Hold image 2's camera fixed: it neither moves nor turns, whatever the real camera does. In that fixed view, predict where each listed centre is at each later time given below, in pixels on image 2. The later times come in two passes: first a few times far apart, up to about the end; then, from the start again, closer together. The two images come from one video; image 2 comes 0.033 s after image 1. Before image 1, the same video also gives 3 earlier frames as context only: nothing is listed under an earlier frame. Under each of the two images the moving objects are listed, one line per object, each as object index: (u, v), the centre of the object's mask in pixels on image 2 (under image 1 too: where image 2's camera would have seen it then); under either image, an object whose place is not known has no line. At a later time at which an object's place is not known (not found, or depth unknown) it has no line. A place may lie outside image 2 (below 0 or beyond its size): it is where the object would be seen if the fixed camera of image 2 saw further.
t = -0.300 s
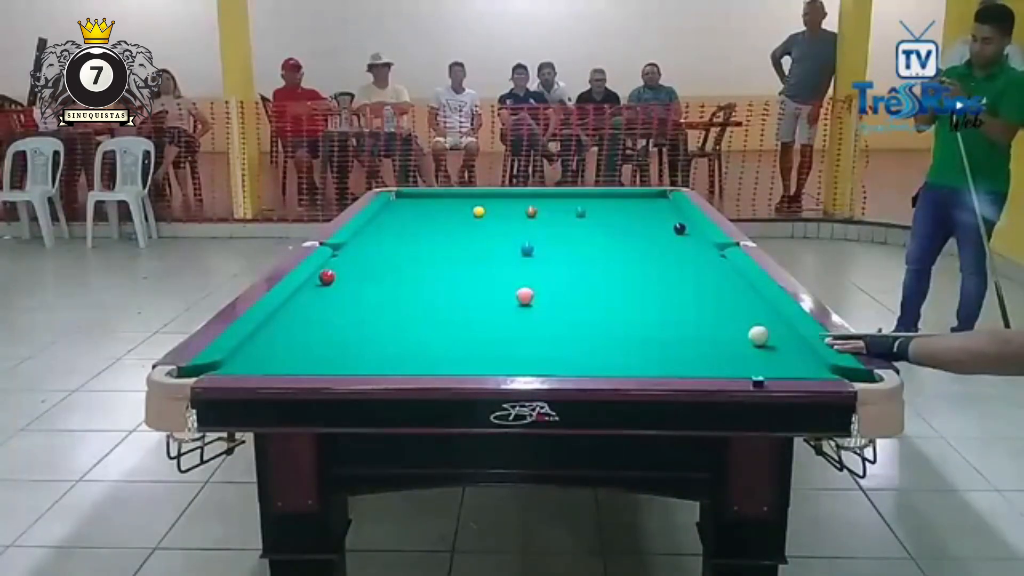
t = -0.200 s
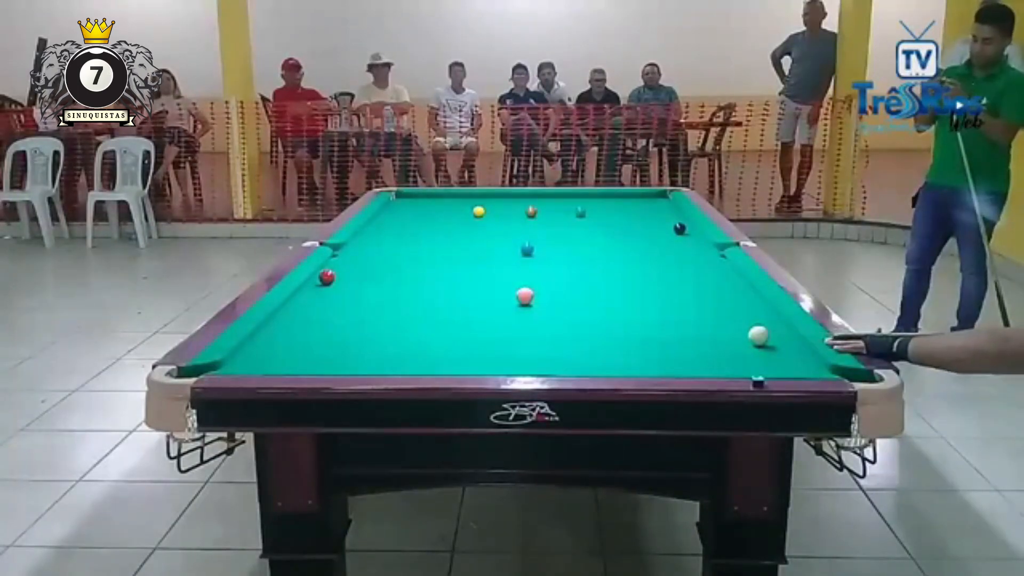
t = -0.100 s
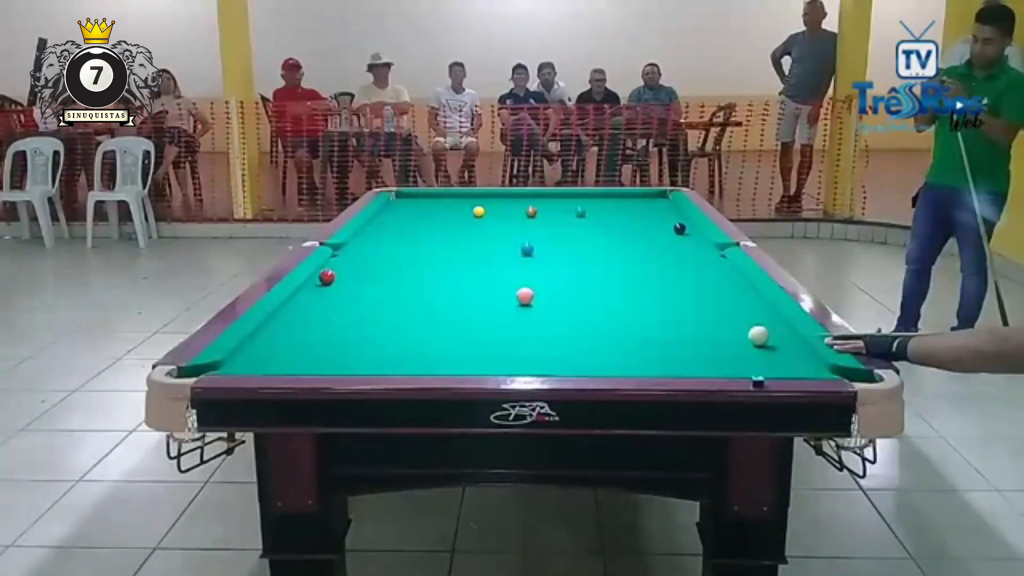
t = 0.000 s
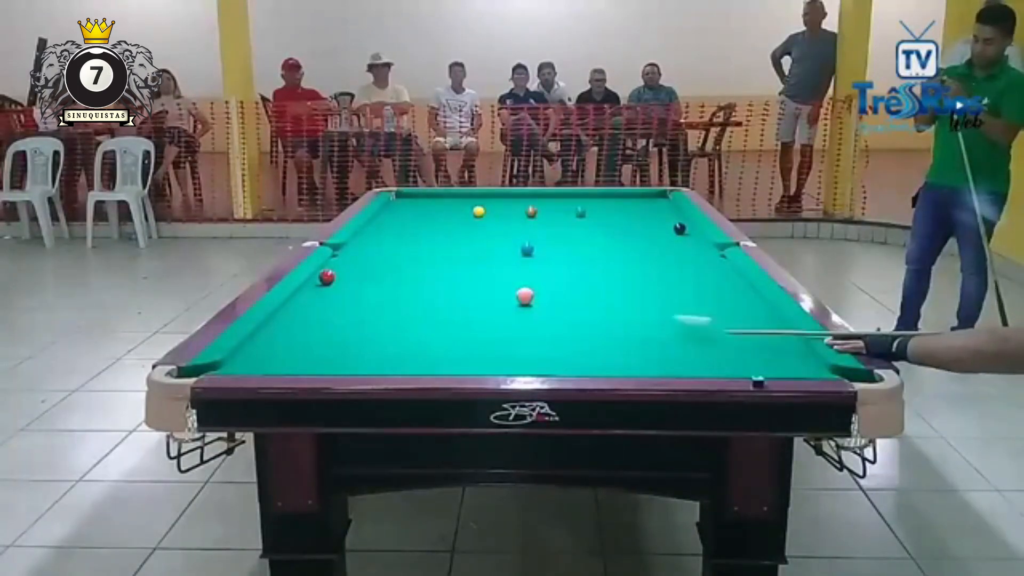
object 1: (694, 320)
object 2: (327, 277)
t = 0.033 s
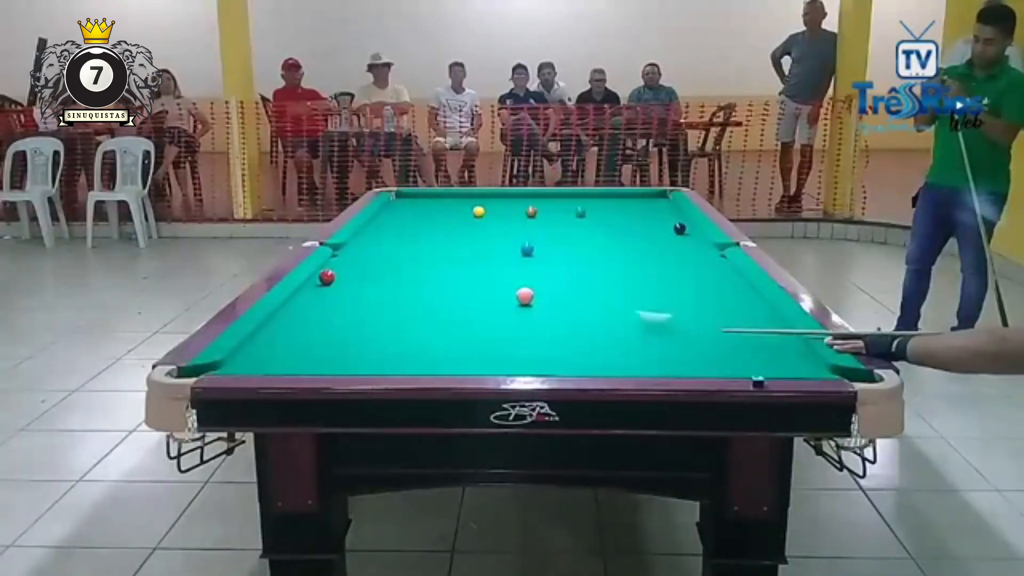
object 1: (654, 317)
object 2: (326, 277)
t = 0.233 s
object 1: (461, 292)
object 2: (326, 277)
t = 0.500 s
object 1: (313, 283)
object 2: (354, 268)
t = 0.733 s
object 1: (343, 293)
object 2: (432, 254)
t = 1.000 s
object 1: (350, 298)
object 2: (503, 242)
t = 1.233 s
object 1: (352, 302)
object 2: (559, 233)
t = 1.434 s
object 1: (354, 305)
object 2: (601, 226)
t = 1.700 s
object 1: (356, 308)
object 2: (652, 217)
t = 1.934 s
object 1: (358, 310)
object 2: (669, 211)
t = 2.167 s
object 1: (360, 312)
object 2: (643, 207)
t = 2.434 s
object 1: (362, 313)
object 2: (619, 202)
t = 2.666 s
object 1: (362, 314)
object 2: (600, 199)
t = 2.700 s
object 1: (362, 314)
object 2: (597, 198)
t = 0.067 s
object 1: (618, 312)
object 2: (326, 277)
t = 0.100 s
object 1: (584, 307)
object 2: (326, 277)
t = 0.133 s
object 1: (550, 302)
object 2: (326, 277)
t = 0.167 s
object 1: (520, 300)
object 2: (326, 277)
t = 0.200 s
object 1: (489, 296)
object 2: (326, 277)
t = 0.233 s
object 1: (461, 292)
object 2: (326, 277)
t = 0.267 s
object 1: (434, 289)
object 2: (326, 277)
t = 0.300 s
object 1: (408, 286)
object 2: (326, 277)
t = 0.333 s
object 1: (383, 283)
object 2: (326, 277)
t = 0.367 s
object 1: (359, 280)
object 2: (326, 277)
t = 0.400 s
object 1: (336, 278)
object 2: (322, 275)
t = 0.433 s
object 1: (326, 279)
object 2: (325, 270)
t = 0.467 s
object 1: (316, 281)
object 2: (341, 270)
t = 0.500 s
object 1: (313, 283)
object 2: (354, 268)
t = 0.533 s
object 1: (318, 286)
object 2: (367, 266)
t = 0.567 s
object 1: (324, 287)
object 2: (380, 263)
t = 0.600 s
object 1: (329, 288)
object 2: (391, 262)
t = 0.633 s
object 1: (333, 289)
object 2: (402, 260)
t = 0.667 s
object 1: (337, 290)
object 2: (412, 258)
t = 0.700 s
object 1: (341, 292)
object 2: (422, 256)
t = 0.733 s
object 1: (343, 293)
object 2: (432, 254)
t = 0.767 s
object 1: (345, 294)
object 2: (442, 253)
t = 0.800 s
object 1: (347, 295)
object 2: (451, 251)
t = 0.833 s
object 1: (348, 295)
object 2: (460, 250)
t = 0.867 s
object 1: (349, 296)
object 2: (469, 248)
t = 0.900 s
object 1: (349, 297)
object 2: (478, 247)
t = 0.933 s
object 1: (350, 297)
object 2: (487, 245)
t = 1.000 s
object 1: (350, 298)
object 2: (503, 242)
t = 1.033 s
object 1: (351, 299)
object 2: (512, 241)
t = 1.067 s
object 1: (351, 299)
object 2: (520, 239)
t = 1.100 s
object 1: (351, 300)
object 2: (528, 237)
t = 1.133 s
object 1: (352, 300)
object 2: (536, 237)
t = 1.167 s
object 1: (352, 301)
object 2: (544, 236)
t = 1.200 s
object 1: (352, 301)
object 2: (551, 234)
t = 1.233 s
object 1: (352, 302)
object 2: (559, 233)
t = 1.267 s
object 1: (353, 302)
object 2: (566, 232)
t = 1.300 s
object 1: (353, 303)
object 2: (573, 231)
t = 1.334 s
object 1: (353, 303)
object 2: (580, 229)
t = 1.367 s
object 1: (354, 304)
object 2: (587, 228)
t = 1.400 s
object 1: (354, 304)
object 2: (594, 227)
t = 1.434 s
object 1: (354, 305)
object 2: (601, 226)
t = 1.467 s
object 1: (354, 305)
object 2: (608, 225)
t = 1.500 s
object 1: (354, 306)
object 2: (614, 224)
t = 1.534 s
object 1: (355, 306)
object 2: (621, 223)
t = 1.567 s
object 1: (355, 306)
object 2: (627, 221)
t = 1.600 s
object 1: (355, 307)
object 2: (634, 220)
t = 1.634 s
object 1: (355, 307)
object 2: (639, 219)
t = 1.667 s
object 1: (356, 307)
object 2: (646, 218)
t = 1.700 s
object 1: (356, 308)
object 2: (652, 217)
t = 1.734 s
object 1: (356, 308)
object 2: (657, 216)
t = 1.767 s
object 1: (356, 308)
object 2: (663, 215)
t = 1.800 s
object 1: (357, 309)
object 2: (669, 214)
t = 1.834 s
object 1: (357, 309)
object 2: (674, 213)
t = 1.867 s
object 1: (358, 309)
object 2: (678, 212)
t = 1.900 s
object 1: (358, 310)
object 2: (674, 211)
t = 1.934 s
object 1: (358, 310)
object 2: (669, 211)
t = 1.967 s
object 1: (358, 310)
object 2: (664, 210)
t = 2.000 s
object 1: (359, 311)
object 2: (659, 210)
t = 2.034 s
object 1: (359, 311)
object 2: (656, 210)
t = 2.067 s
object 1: (360, 311)
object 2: (652, 209)
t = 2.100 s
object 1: (360, 311)
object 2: (649, 208)
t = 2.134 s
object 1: (360, 312)
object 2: (646, 207)
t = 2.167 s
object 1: (360, 312)
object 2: (643, 207)
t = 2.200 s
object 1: (360, 312)
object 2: (640, 206)
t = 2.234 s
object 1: (360, 312)
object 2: (636, 206)
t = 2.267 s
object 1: (361, 313)
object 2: (633, 205)
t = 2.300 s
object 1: (361, 313)
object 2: (630, 204)
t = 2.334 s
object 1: (361, 313)
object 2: (627, 204)
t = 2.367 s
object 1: (361, 313)
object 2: (625, 203)
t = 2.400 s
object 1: (362, 313)
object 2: (622, 203)
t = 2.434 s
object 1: (362, 313)
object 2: (619, 202)
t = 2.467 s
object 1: (362, 313)
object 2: (616, 201)
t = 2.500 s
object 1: (362, 313)
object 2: (613, 201)
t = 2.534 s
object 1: (362, 314)
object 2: (610, 201)
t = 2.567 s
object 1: (362, 314)
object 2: (608, 200)
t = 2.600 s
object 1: (362, 314)
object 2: (605, 199)
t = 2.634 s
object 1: (362, 314)
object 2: (602, 199)
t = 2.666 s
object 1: (362, 314)
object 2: (600, 199)
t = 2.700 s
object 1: (362, 314)
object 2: (597, 198)
